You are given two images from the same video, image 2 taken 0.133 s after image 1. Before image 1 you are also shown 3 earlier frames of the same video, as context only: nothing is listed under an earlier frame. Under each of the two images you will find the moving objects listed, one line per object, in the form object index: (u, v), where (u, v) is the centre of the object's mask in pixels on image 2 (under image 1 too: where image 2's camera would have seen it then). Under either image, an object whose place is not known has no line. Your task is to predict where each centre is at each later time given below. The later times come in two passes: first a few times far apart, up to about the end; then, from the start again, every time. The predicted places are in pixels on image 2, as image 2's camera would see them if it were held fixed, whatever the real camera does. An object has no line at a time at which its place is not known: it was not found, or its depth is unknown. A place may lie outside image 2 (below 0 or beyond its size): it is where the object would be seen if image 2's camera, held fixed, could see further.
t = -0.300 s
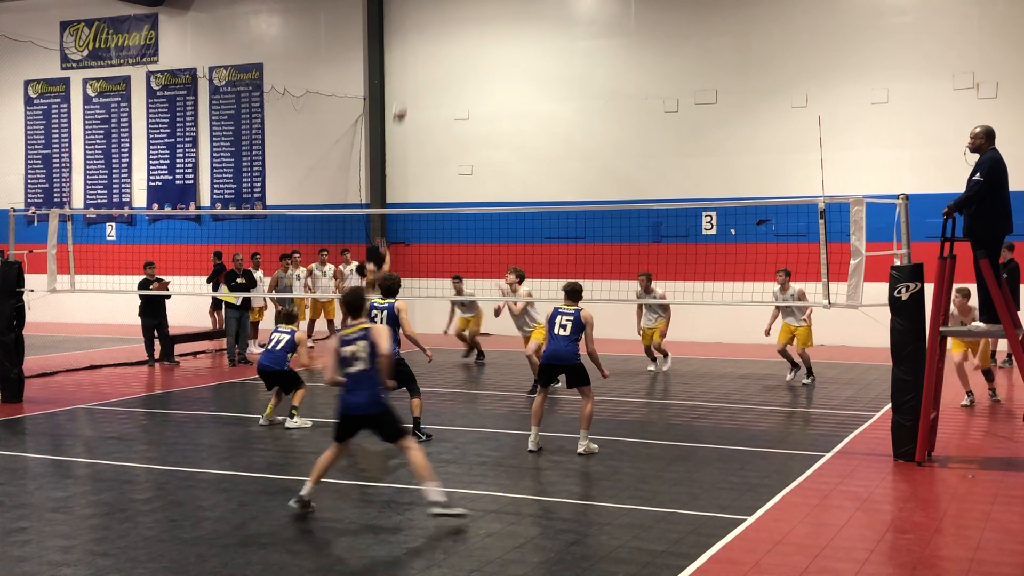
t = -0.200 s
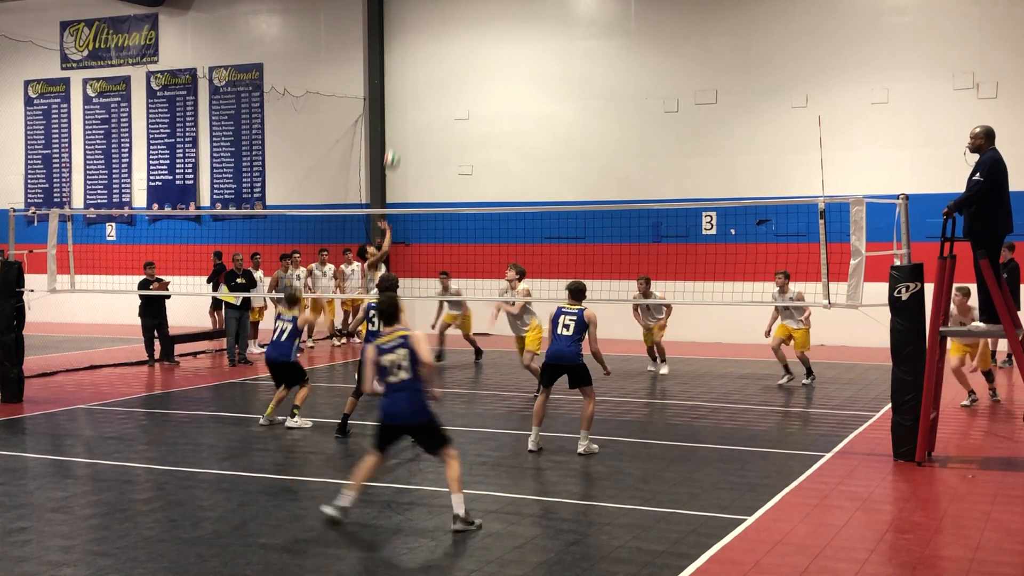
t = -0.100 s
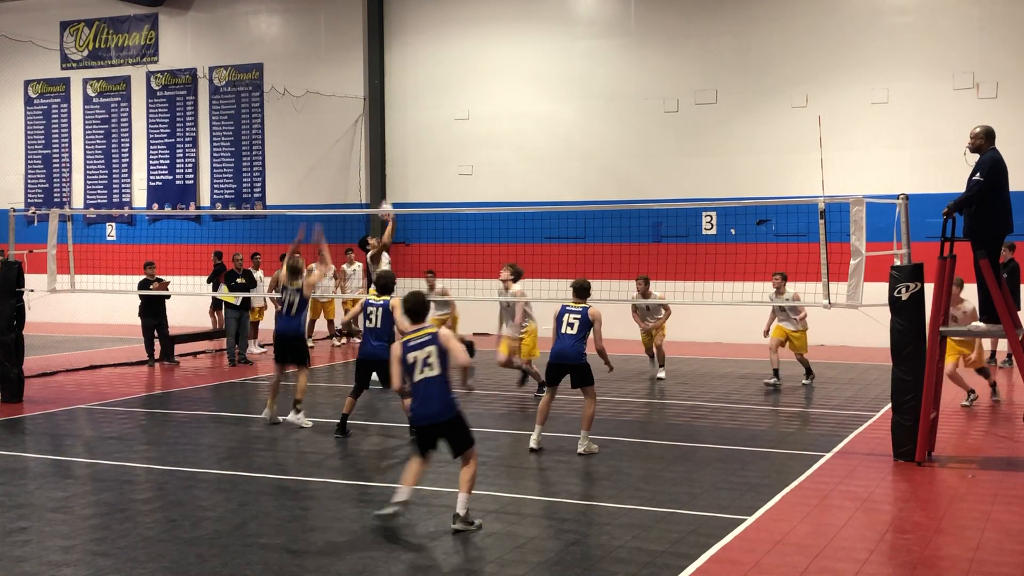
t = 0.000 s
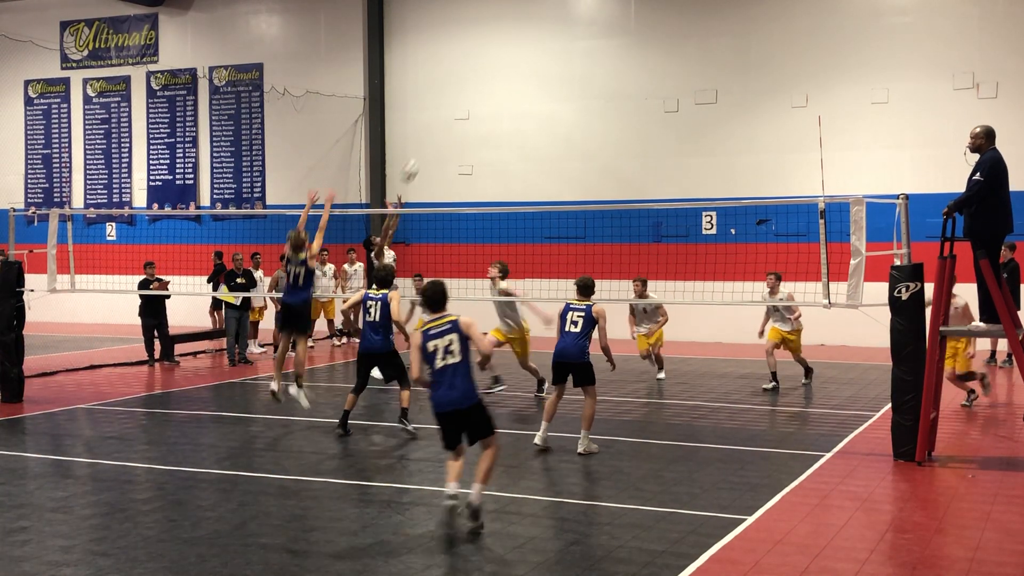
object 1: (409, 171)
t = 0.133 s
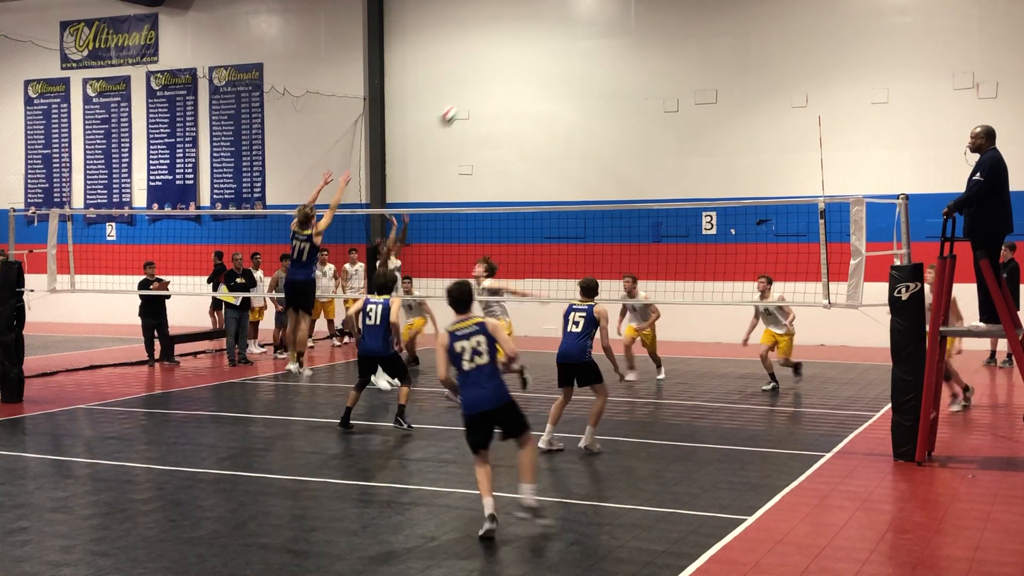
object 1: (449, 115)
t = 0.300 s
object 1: (499, 67)
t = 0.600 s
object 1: (588, 35)
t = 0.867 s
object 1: (672, 74)
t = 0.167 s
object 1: (459, 104)
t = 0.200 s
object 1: (469, 94)
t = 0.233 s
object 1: (478, 86)
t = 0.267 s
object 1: (489, 75)
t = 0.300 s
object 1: (499, 67)
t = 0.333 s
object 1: (508, 59)
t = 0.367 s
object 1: (518, 53)
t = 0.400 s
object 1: (528, 48)
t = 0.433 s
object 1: (538, 44)
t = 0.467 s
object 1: (547, 40)
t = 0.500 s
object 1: (558, 37)
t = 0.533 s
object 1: (569, 35)
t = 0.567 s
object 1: (578, 35)
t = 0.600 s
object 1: (588, 35)
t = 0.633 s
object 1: (599, 36)
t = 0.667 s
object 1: (609, 39)
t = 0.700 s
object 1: (620, 42)
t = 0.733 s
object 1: (631, 47)
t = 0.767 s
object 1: (641, 52)
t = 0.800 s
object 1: (651, 58)
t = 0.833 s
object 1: (662, 66)
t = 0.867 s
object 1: (672, 74)
